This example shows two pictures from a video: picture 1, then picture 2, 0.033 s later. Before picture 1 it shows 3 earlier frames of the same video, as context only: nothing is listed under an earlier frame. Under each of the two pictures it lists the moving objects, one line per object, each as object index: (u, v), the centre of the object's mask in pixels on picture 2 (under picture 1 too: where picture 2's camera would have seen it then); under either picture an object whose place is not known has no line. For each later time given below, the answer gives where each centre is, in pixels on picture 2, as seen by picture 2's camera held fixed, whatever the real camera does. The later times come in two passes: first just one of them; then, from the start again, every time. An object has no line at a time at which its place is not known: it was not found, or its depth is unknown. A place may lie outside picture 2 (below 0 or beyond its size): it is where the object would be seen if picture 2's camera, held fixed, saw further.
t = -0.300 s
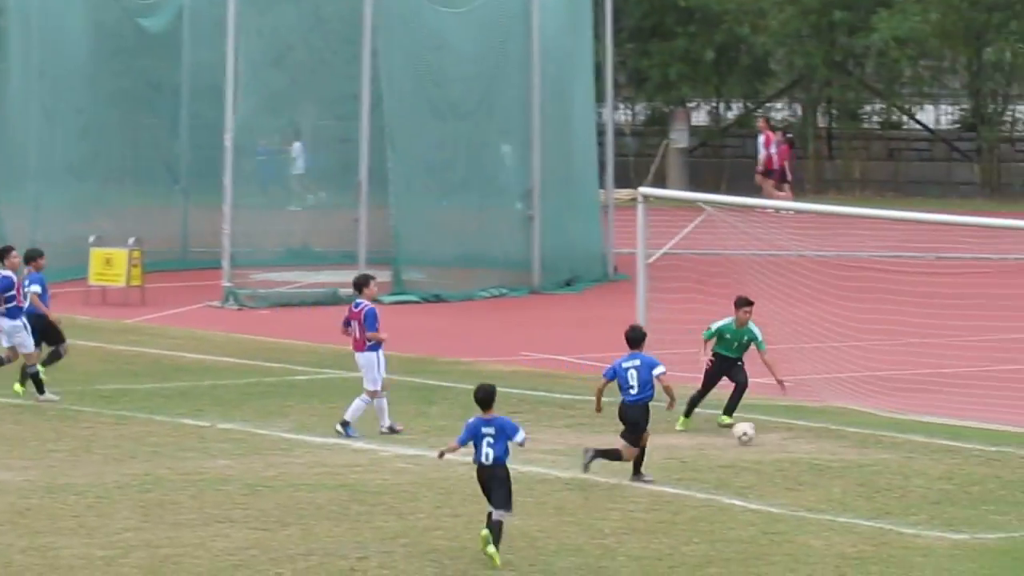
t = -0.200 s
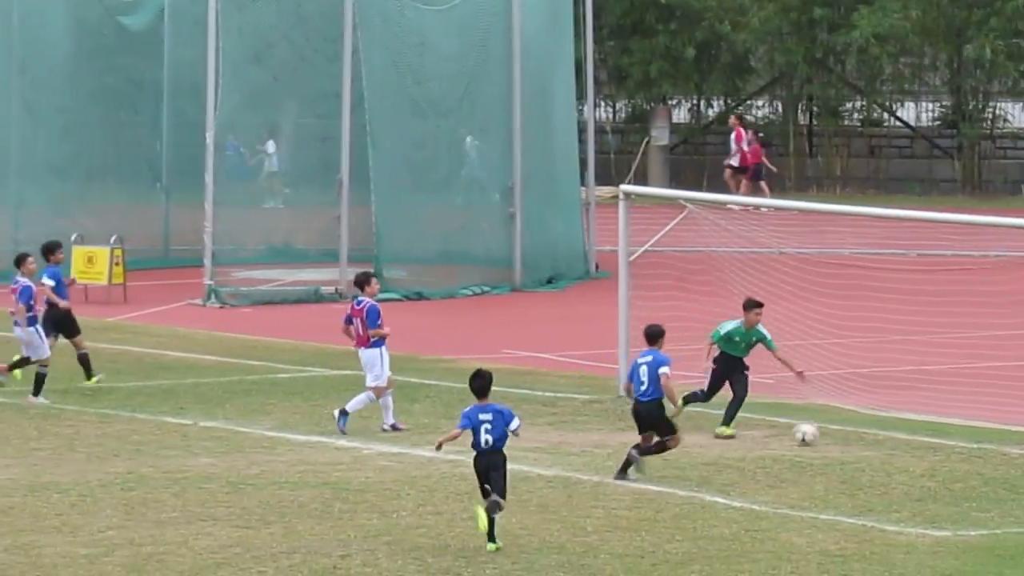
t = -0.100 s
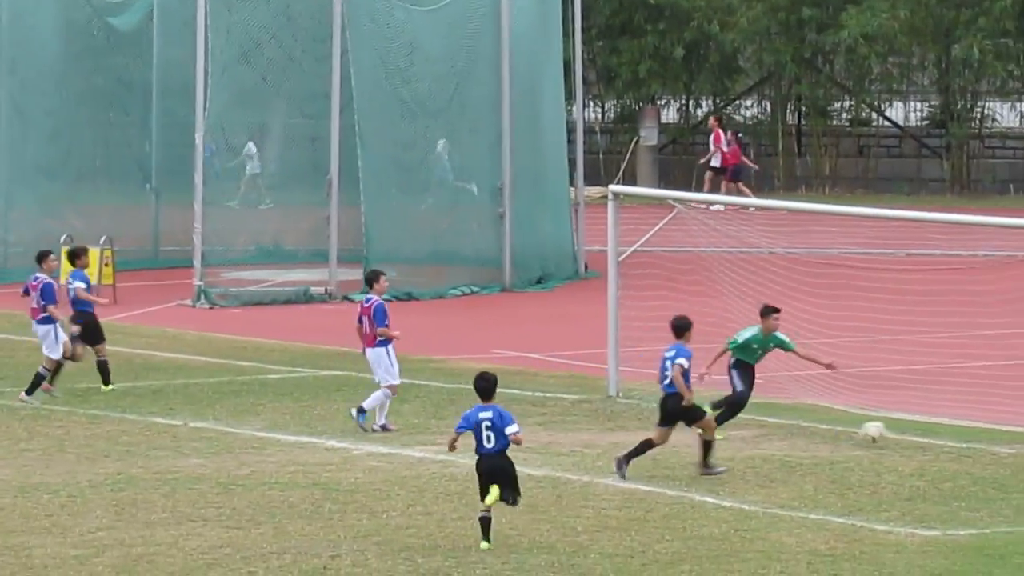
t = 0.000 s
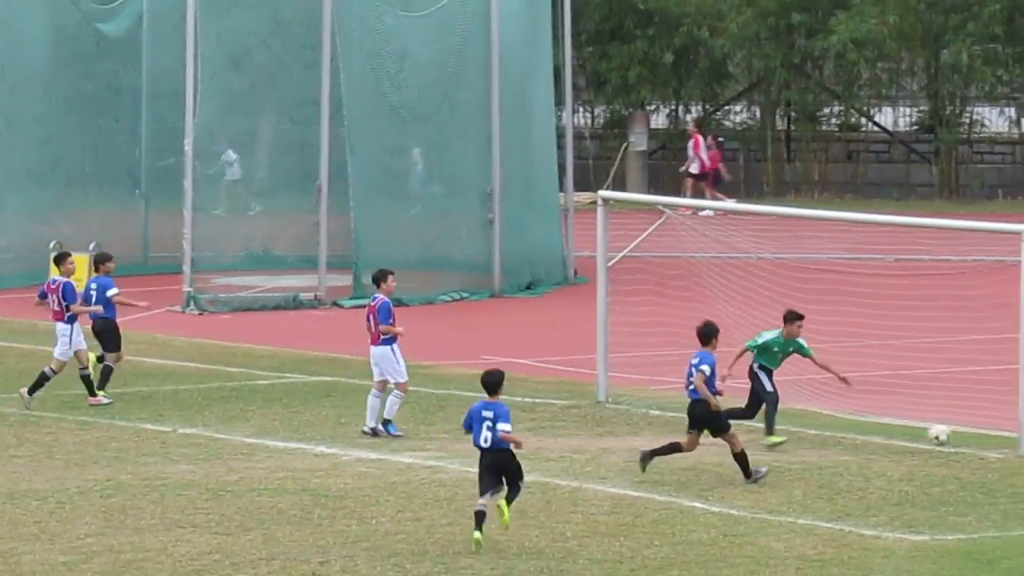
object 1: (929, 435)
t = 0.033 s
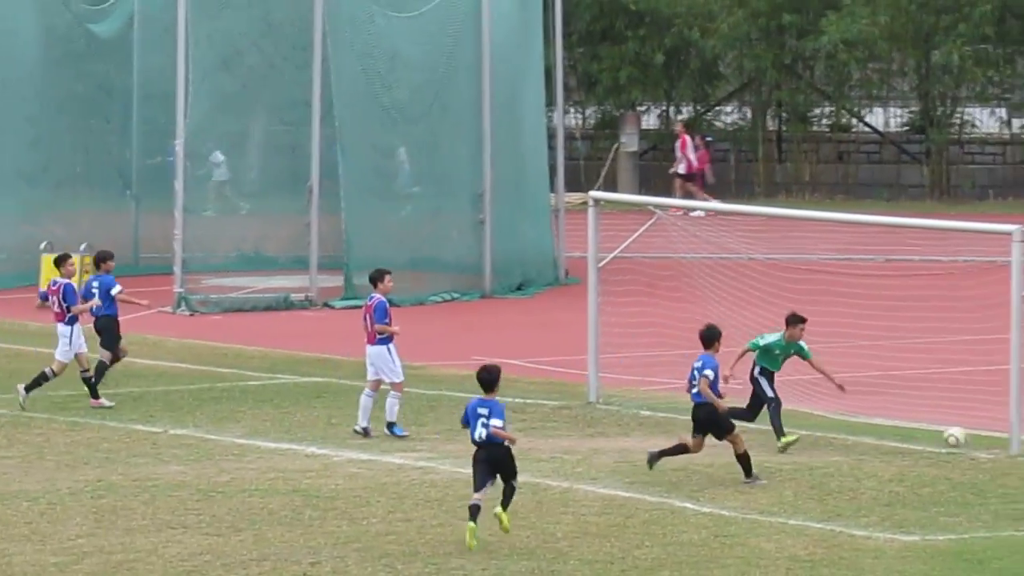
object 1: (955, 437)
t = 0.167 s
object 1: (1065, 441)
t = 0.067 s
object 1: (980, 438)
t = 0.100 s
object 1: (1005, 441)
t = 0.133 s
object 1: (1037, 444)
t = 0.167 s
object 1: (1065, 441)
